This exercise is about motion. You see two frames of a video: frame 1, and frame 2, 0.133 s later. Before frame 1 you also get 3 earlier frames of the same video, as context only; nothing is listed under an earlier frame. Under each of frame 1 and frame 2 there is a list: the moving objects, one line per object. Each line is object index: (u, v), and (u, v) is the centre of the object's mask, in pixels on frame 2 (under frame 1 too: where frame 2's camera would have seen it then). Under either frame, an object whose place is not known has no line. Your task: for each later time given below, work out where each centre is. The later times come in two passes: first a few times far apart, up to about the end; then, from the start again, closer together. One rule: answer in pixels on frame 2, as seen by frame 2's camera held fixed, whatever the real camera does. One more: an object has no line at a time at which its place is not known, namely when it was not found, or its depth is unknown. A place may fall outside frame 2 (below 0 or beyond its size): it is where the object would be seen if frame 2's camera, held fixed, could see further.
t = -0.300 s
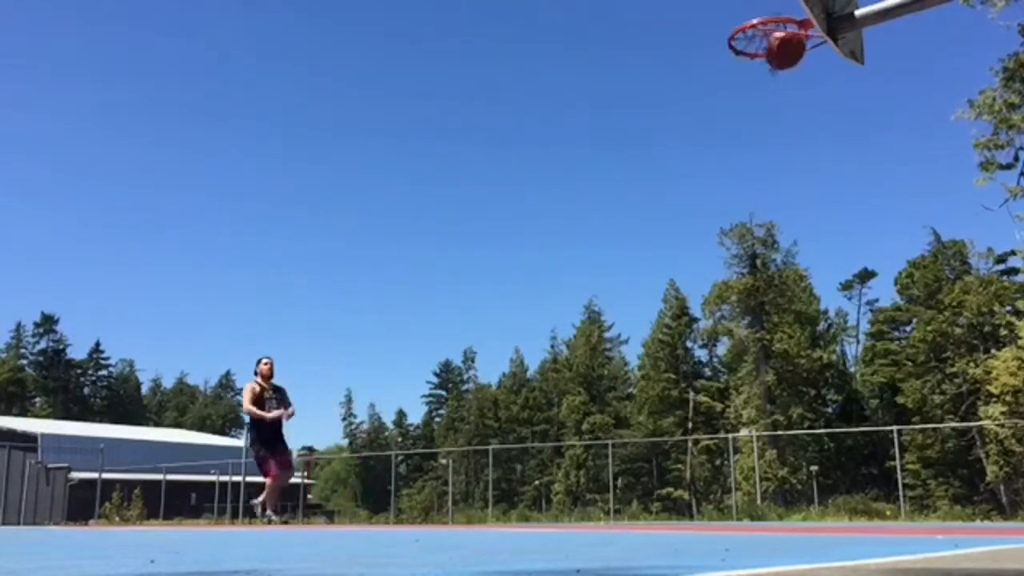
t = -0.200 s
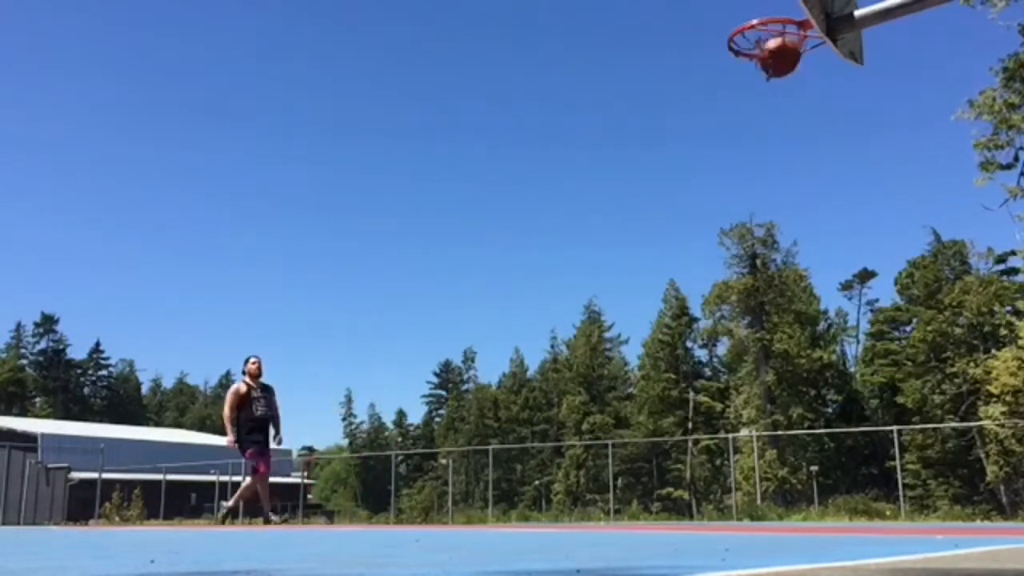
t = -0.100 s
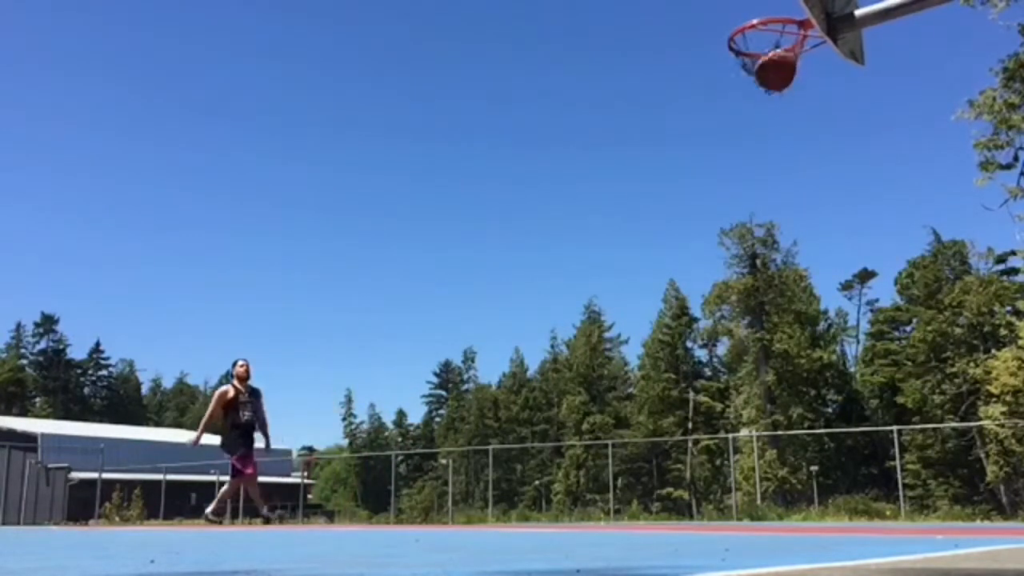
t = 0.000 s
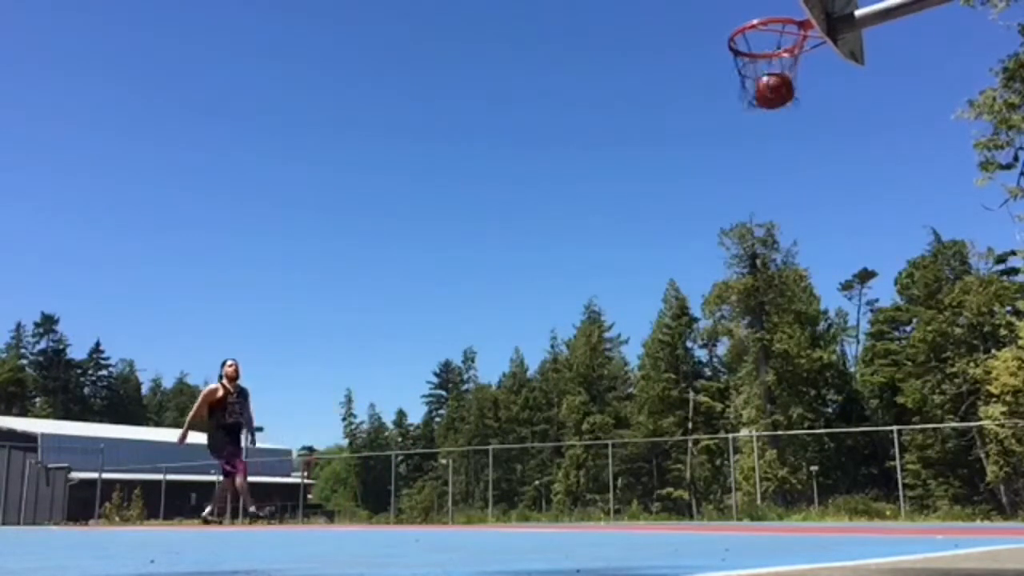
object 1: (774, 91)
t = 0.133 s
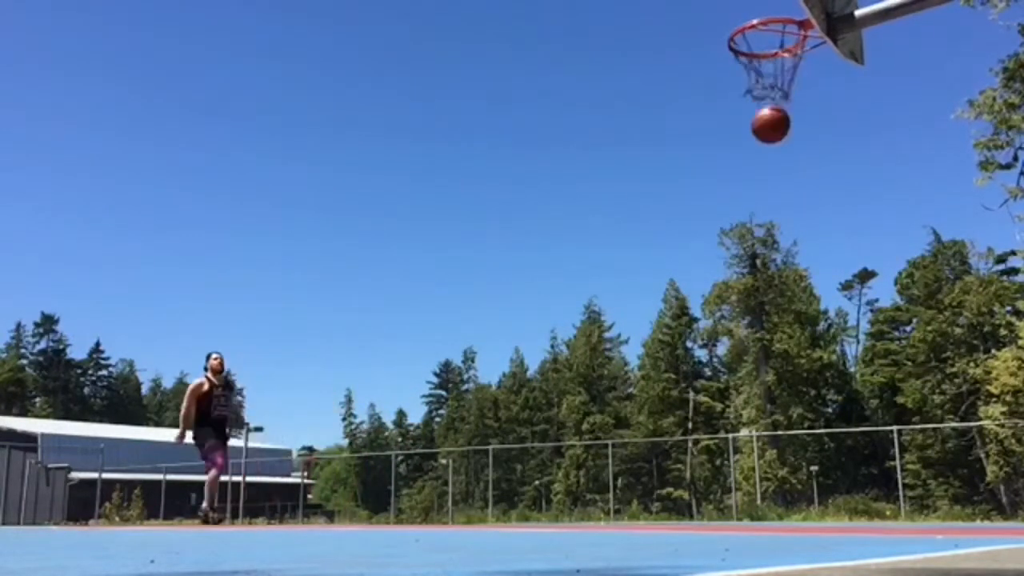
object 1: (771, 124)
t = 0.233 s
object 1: (771, 165)
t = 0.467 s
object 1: (775, 321)
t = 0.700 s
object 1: (782, 464)
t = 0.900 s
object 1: (768, 329)
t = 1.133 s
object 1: (760, 264)
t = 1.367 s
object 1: (757, 277)
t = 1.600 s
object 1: (761, 374)
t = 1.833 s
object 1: (768, 477)
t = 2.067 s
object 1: (762, 376)
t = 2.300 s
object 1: (762, 361)
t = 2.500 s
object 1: (768, 410)
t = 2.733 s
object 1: (777, 485)
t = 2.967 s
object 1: (772, 415)
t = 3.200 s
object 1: (773, 423)
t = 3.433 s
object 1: (776, 455)
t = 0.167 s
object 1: (770, 137)
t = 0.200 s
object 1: (770, 150)
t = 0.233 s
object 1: (771, 165)
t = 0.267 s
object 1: (771, 182)
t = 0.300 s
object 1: (771, 201)
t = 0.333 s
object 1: (772, 222)
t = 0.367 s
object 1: (773, 244)
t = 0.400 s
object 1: (774, 267)
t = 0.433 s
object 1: (774, 293)
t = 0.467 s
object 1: (775, 321)
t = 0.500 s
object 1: (777, 351)
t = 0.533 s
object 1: (778, 384)
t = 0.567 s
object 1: (780, 416)
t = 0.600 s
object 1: (783, 453)
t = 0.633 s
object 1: (786, 492)
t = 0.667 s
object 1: (785, 493)
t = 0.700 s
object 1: (782, 464)
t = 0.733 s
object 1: (779, 436)
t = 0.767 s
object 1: (776, 410)
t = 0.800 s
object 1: (774, 388)
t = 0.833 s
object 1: (773, 365)
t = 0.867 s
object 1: (770, 348)
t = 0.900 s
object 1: (768, 329)
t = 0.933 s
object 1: (766, 315)
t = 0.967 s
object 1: (764, 301)
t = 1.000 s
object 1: (762, 291)
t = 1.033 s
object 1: (762, 281)
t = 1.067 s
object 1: (761, 274)
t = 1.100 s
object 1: (760, 266)
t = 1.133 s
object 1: (760, 264)
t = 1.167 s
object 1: (759, 262)
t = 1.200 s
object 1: (759, 261)
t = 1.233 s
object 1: (759, 260)
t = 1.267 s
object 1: (759, 263)
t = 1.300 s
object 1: (758, 265)
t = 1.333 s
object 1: (758, 272)
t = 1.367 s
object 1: (757, 277)
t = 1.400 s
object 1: (757, 287)
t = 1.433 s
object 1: (756, 295)
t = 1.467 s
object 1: (758, 308)
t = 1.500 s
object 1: (759, 322)
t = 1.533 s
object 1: (760, 339)
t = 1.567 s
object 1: (760, 354)
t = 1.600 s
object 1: (761, 374)
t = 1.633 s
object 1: (762, 393)
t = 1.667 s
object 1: (764, 416)
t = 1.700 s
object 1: (767, 441)
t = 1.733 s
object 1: (768, 467)
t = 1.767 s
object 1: (770, 495)
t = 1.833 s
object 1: (768, 477)
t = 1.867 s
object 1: (767, 455)
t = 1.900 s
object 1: (766, 438)
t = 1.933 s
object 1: (766, 422)
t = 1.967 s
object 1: (764, 406)
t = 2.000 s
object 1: (762, 395)
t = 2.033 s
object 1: (763, 385)
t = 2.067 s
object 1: (762, 376)
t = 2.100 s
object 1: (762, 368)
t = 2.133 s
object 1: (762, 363)
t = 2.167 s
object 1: (762, 361)
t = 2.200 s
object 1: (761, 359)
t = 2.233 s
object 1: (762, 359)
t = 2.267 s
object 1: (762, 359)
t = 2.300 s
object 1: (762, 361)
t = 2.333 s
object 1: (764, 365)
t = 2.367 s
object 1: (764, 369)
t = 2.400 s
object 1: (765, 378)
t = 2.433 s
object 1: (766, 388)
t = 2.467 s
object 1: (767, 398)
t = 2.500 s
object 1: (768, 410)
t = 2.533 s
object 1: (770, 426)
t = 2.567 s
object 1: (773, 441)
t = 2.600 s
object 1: (774, 458)
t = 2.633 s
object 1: (775, 476)
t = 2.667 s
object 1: (777, 499)
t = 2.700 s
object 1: (777, 499)
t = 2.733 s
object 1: (777, 485)
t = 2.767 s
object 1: (776, 469)
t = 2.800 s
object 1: (775, 456)
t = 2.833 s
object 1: (774, 445)
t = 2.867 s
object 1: (773, 434)
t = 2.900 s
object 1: (774, 428)
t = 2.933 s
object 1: (772, 419)
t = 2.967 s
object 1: (772, 415)
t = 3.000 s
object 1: (772, 414)
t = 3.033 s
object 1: (772, 413)
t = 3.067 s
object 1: (772, 413)
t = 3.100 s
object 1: (772, 414)
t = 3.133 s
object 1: (772, 416)
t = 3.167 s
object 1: (772, 420)
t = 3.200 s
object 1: (773, 423)
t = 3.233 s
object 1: (774, 429)
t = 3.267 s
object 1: (774, 434)
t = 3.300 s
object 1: (775, 439)
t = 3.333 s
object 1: (775, 444)
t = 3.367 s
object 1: (775, 448)
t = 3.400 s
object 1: (776, 451)
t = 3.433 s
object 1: (776, 455)
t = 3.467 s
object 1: (776, 459)
